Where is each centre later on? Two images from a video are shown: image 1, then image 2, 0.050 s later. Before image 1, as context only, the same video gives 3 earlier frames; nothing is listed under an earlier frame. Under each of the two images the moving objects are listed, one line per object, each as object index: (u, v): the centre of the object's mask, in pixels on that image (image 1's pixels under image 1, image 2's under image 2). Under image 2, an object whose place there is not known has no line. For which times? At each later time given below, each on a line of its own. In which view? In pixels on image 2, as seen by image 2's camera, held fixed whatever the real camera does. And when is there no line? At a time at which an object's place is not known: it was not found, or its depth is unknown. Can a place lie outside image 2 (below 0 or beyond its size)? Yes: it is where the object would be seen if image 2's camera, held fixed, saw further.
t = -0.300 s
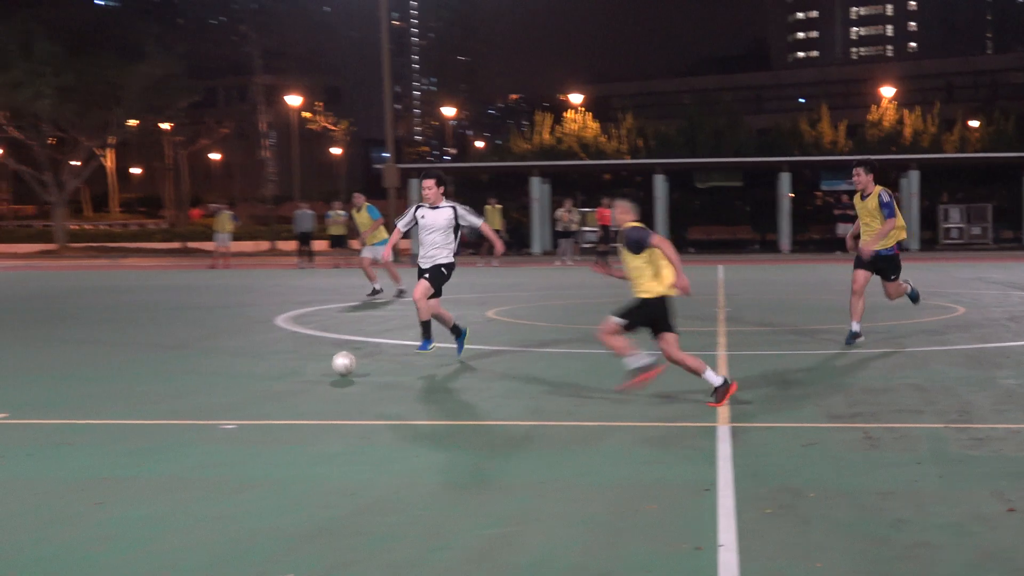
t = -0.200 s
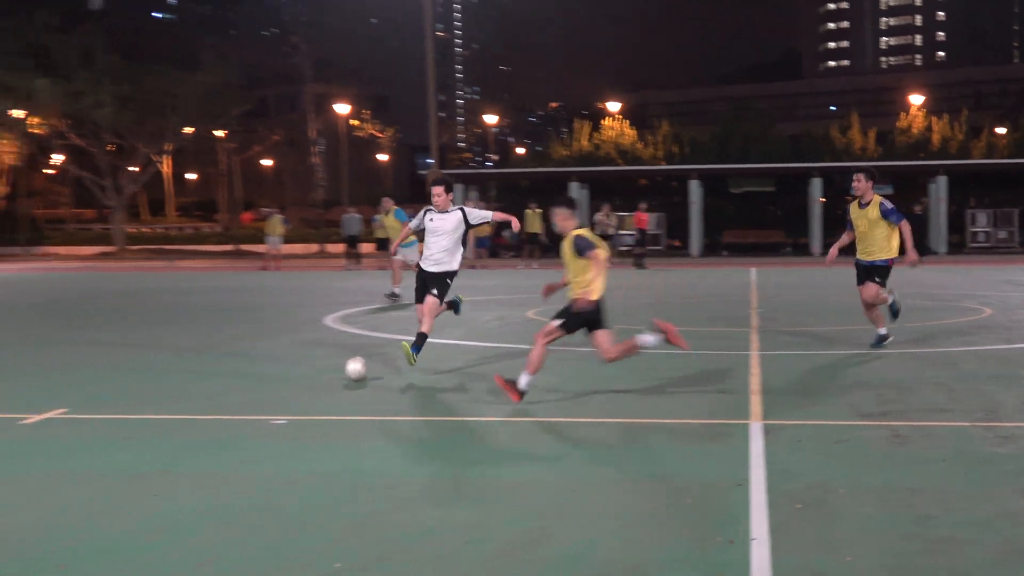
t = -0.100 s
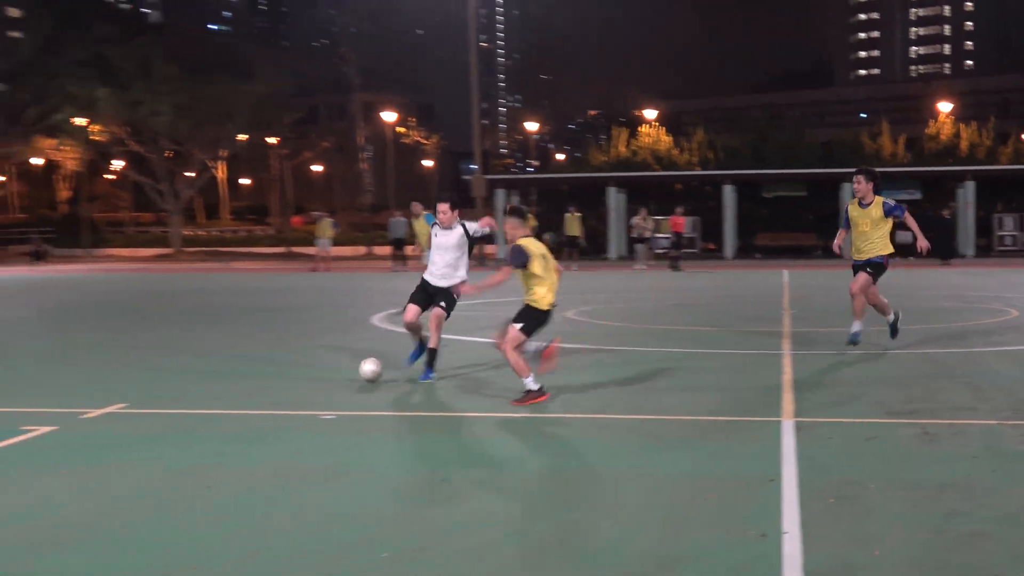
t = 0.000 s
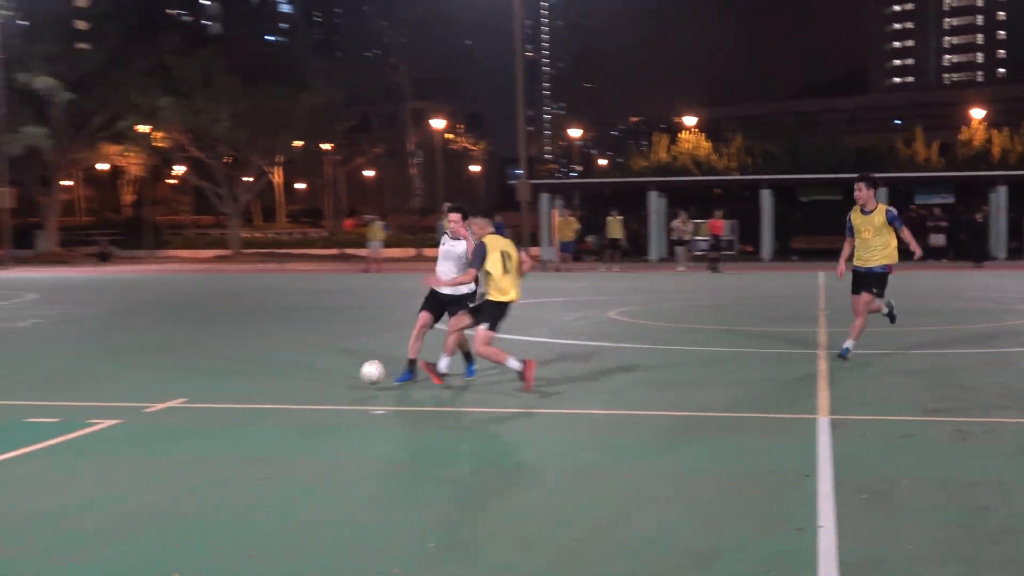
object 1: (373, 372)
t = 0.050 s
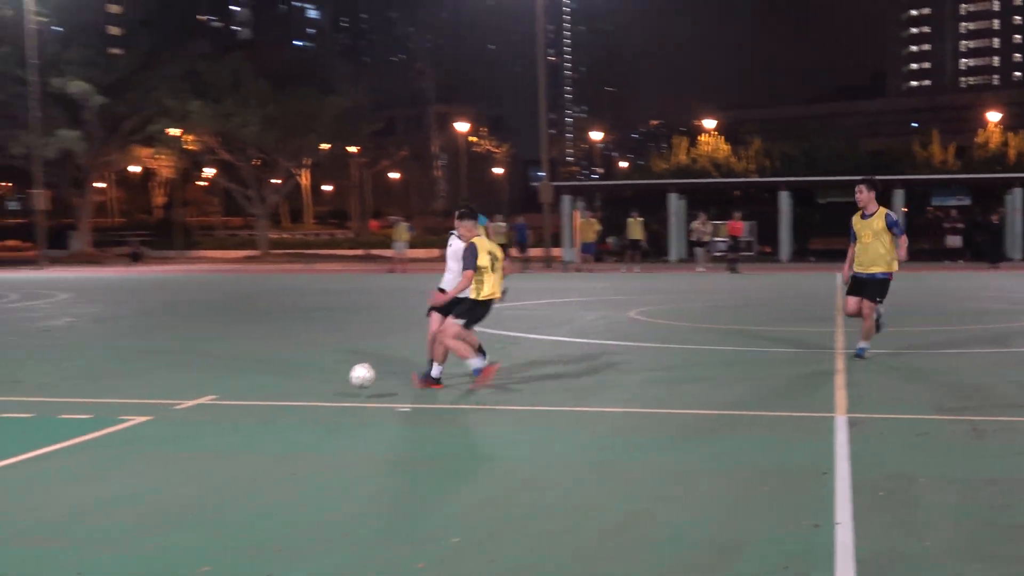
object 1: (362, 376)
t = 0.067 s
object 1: (351, 378)
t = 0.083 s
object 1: (340, 381)
